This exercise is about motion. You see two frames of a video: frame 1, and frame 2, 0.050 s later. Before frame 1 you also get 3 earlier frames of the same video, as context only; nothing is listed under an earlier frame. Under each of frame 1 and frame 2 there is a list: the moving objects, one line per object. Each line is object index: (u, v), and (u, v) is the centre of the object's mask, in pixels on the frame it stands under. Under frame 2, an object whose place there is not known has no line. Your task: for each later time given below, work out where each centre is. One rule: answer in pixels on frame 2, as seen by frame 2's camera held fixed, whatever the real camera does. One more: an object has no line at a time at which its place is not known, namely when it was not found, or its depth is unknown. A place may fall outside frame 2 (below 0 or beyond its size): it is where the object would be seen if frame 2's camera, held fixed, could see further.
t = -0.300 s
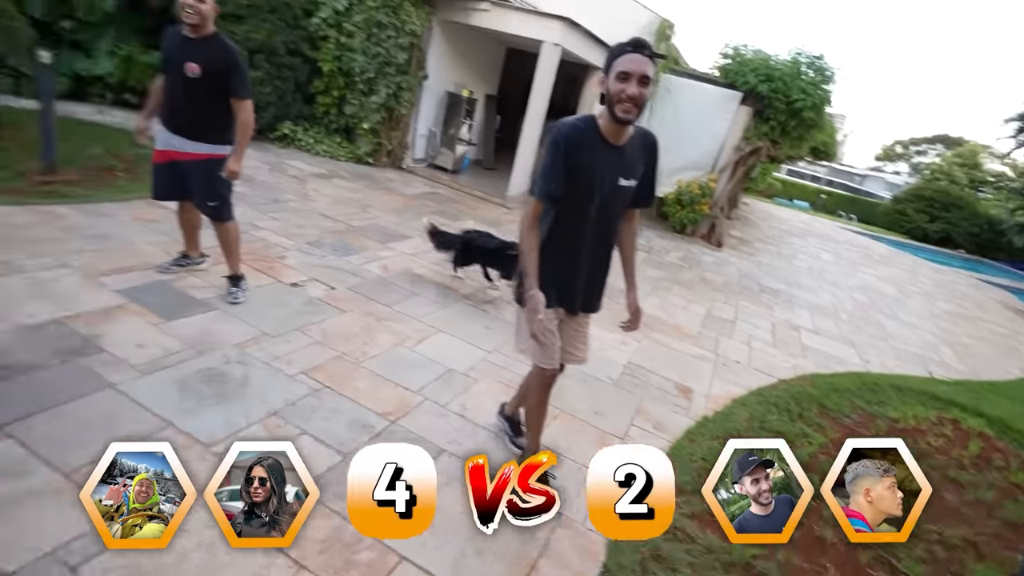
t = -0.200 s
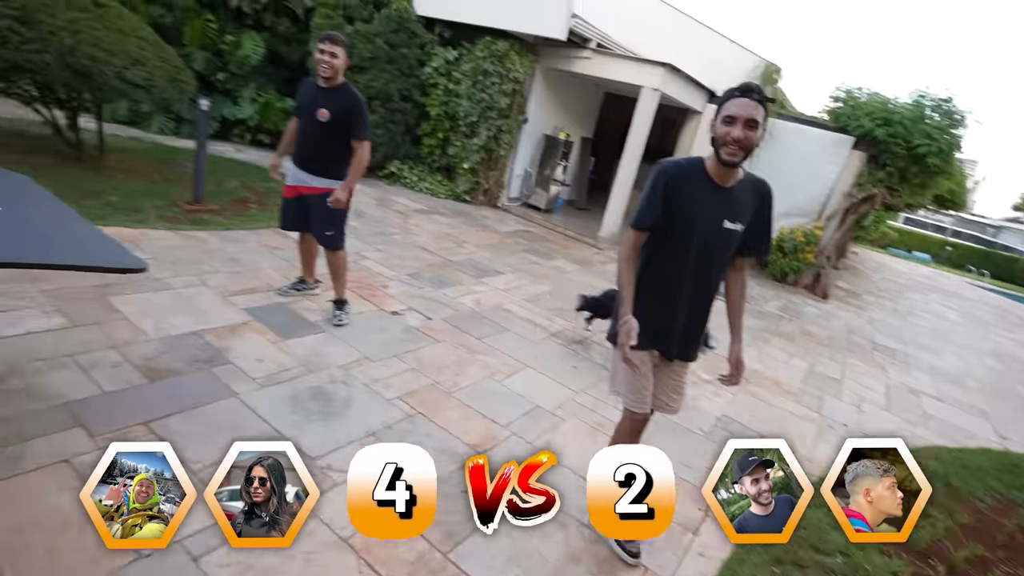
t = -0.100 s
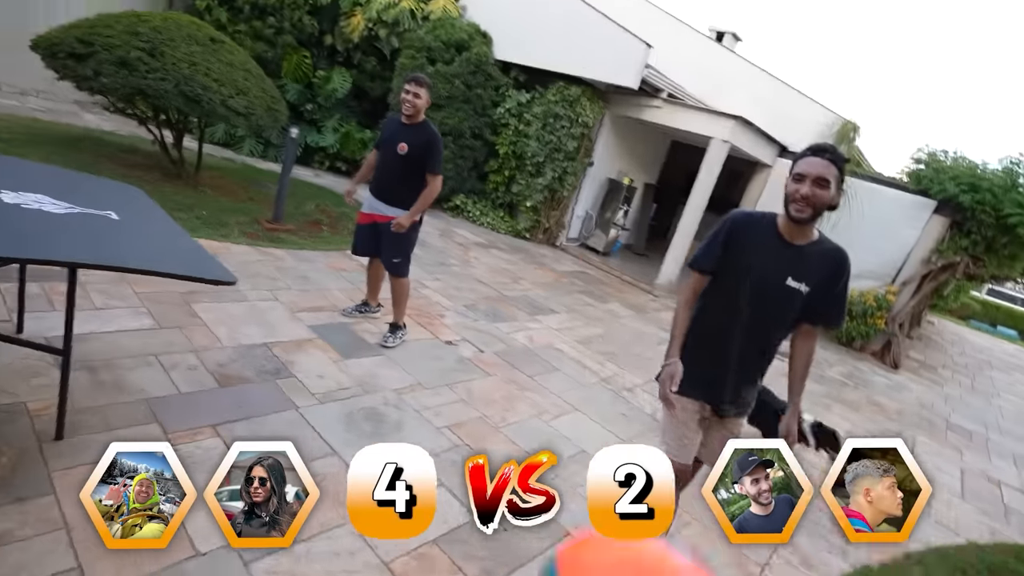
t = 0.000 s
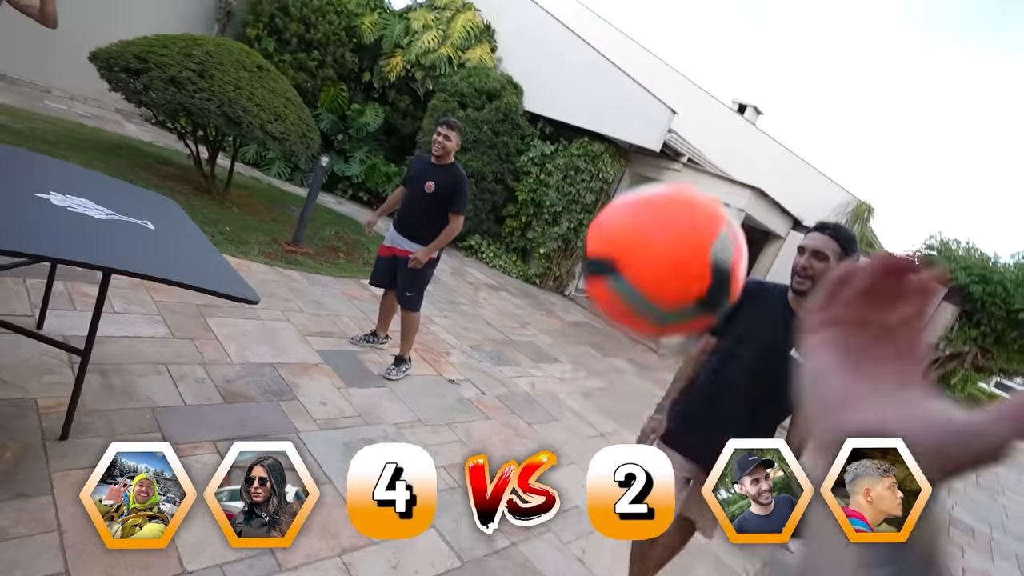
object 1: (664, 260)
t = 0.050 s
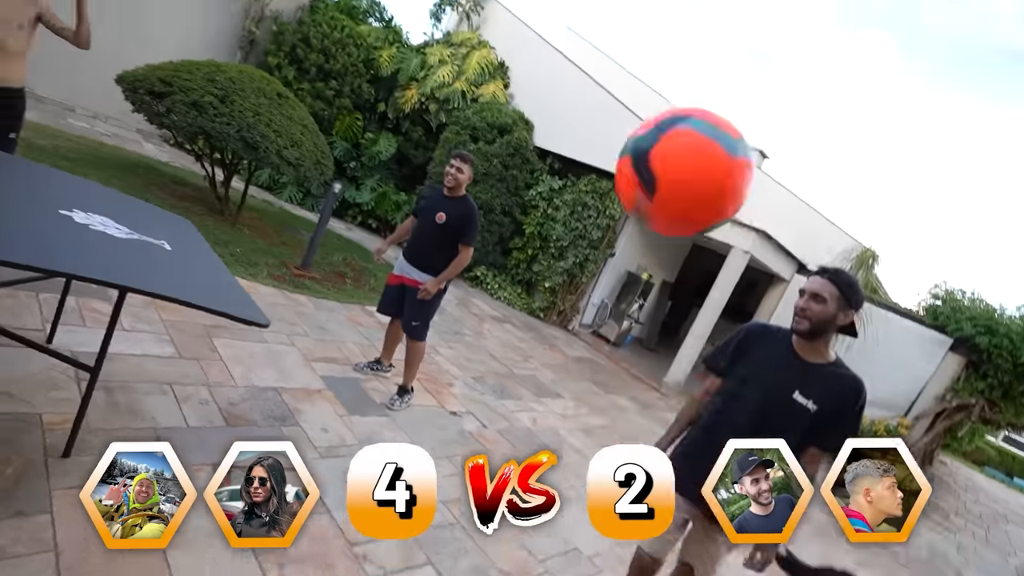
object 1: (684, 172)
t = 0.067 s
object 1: (685, 140)
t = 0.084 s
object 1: (686, 114)
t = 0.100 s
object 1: (684, 92)
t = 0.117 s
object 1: (684, 74)
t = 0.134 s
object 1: (683, 59)
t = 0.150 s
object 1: (682, 45)
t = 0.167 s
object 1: (681, 36)
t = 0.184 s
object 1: (677, 26)
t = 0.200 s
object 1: (675, 17)
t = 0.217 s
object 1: (672, 11)
